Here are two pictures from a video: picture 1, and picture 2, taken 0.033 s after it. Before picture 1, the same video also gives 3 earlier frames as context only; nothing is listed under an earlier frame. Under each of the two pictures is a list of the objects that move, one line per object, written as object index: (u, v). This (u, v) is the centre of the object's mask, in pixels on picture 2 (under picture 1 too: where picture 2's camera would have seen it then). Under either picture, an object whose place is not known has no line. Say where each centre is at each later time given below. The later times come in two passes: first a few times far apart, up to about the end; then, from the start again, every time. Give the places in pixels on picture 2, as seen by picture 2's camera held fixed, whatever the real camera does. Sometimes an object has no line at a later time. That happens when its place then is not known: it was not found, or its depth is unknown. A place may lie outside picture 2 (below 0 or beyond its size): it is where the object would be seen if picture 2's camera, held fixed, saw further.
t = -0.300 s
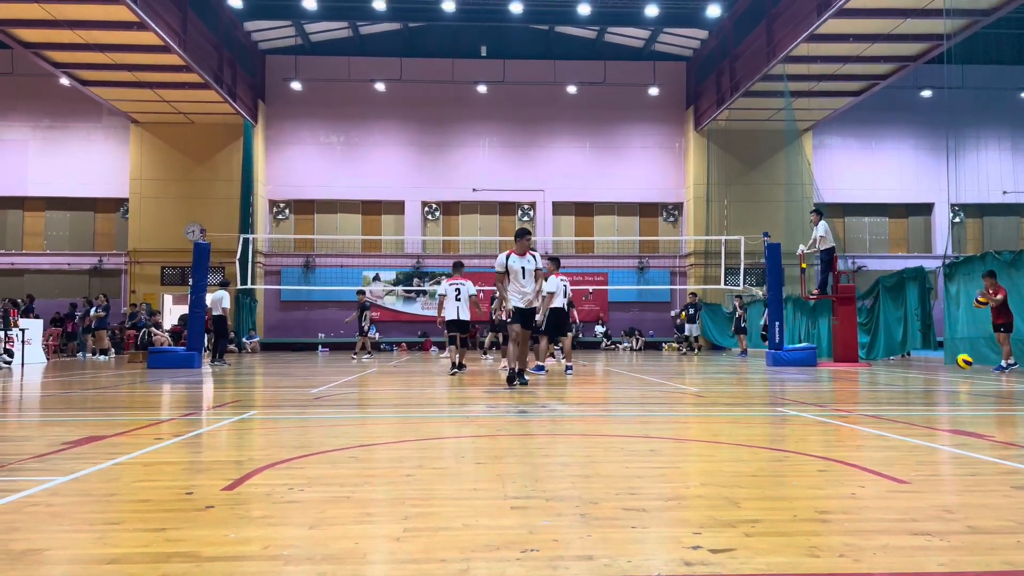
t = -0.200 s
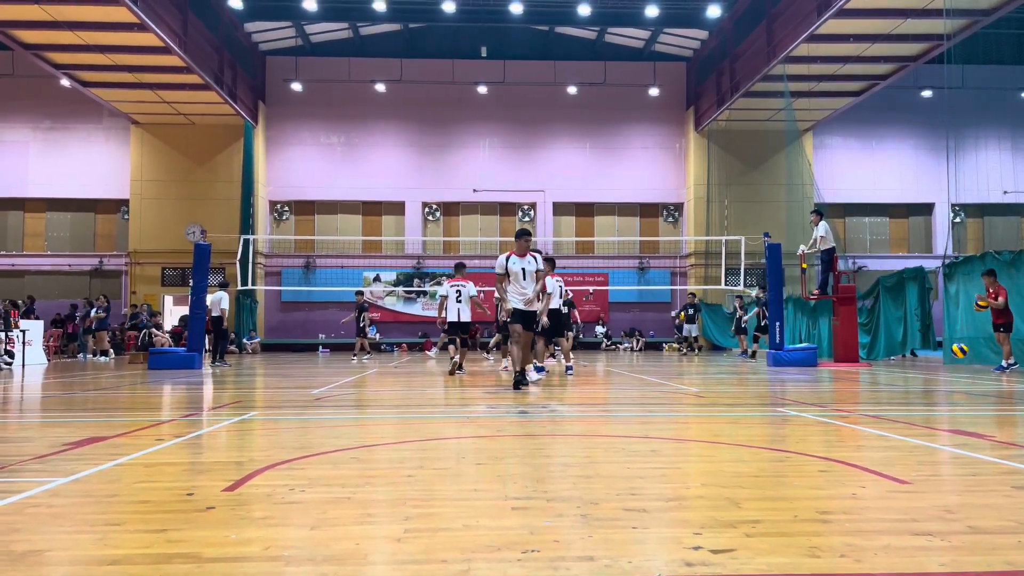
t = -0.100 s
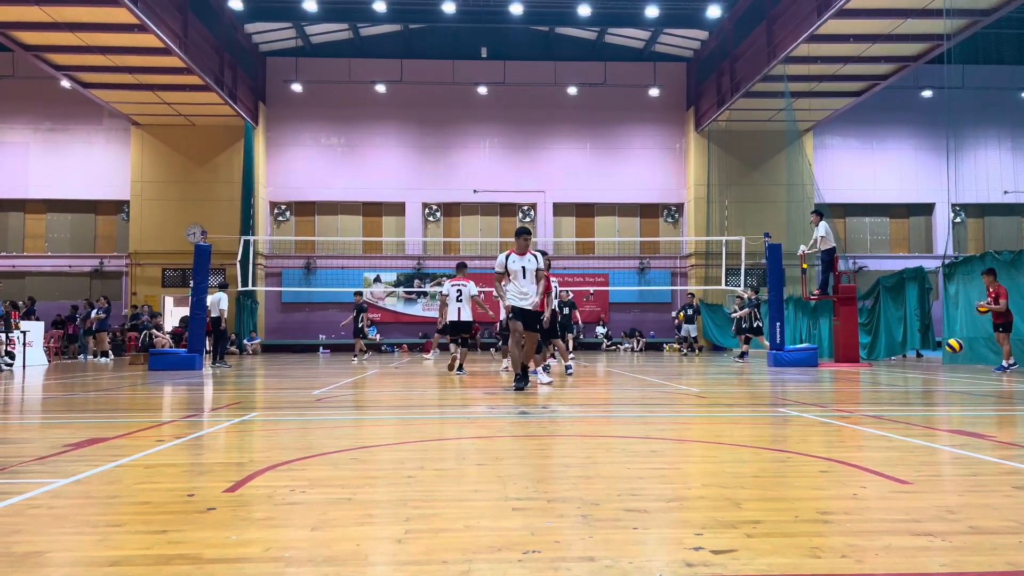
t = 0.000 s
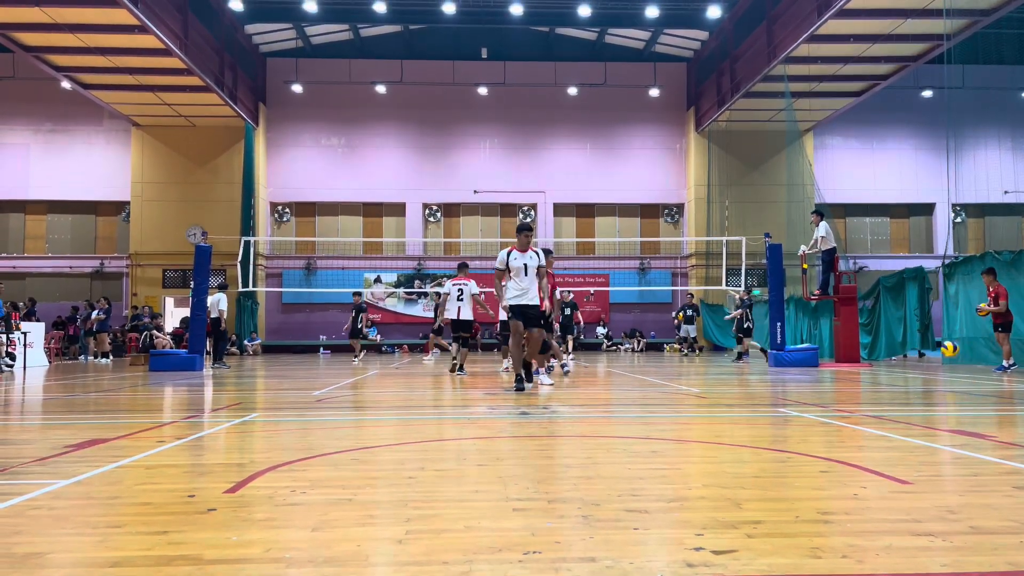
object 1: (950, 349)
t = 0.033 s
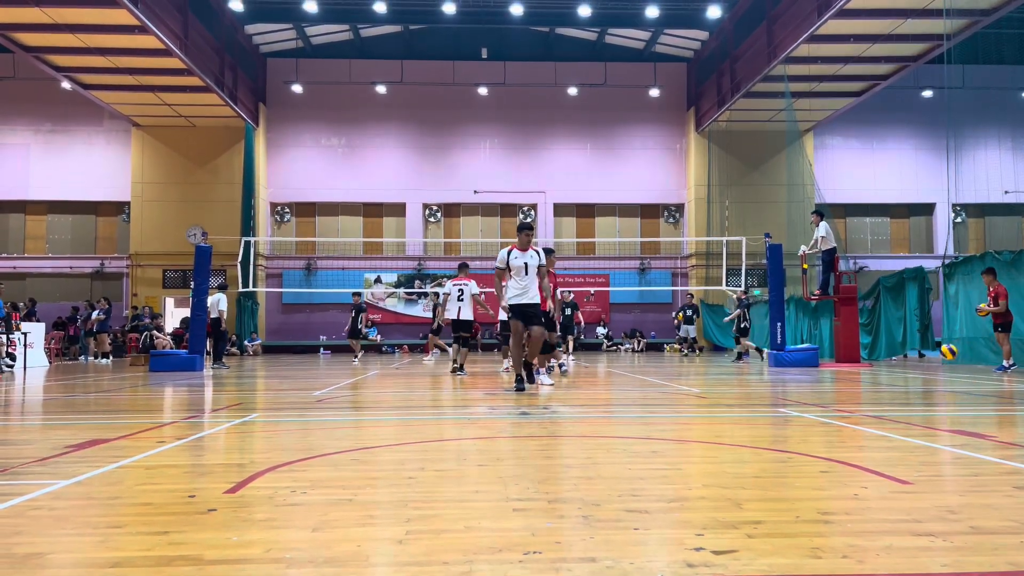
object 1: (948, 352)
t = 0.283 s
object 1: (938, 360)
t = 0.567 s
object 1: (919, 367)
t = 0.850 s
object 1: (899, 365)
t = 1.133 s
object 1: (876, 370)
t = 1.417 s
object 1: (857, 371)
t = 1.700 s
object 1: (830, 374)
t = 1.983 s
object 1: (801, 378)
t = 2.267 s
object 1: (770, 384)
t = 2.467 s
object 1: (741, 390)
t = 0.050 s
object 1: (950, 352)
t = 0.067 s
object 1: (949, 355)
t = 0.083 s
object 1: (947, 357)
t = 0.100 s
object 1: (946, 359)
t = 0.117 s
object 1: (945, 361)
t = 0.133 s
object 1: (944, 364)
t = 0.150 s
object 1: (942, 367)
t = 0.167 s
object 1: (944, 369)
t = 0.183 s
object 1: (943, 372)
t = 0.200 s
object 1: (942, 370)
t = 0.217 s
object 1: (941, 367)
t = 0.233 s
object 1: (936, 365)
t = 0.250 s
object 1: (936, 363)
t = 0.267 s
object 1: (940, 361)
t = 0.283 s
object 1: (938, 360)
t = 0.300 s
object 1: (936, 359)
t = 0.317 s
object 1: (934, 358)
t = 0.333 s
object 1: (933, 358)
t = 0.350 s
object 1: (932, 356)
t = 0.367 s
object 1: (930, 356)
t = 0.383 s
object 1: (928, 356)
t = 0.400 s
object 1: (927, 356)
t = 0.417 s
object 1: (930, 355)
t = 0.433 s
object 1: (928, 356)
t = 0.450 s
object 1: (927, 356)
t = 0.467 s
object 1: (923, 356)
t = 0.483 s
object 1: (922, 358)
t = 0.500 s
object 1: (923, 359)
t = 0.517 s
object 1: (925, 361)
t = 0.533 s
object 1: (922, 363)
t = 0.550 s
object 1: (921, 365)
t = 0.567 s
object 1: (919, 367)
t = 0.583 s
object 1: (918, 370)
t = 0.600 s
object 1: (917, 372)
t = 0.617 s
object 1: (914, 376)
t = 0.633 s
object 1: (913, 374)
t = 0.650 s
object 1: (917, 370)
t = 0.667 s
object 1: (915, 369)
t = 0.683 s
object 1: (913, 368)
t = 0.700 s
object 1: (911, 367)
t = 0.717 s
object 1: (910, 365)
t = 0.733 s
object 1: (907, 365)
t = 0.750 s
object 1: (909, 364)
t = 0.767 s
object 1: (907, 363)
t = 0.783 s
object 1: (905, 364)
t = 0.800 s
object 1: (904, 364)
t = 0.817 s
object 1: (902, 365)
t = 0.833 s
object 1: (900, 364)
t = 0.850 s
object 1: (899, 365)
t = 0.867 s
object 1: (898, 366)
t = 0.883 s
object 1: (895, 368)
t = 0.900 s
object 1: (897, 368)
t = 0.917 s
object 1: (896, 370)
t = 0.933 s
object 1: (895, 372)
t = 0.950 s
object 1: (892, 375)
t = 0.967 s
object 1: (890, 378)
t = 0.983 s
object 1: (887, 375)
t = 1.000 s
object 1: (891, 374)
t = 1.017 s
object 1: (889, 373)
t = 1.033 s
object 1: (887, 372)
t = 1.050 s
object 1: (885, 371)
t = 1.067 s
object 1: (882, 370)
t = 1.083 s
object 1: (881, 370)
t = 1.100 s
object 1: (880, 369)
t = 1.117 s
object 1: (878, 369)
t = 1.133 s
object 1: (876, 370)
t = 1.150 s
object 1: (880, 368)
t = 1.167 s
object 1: (877, 370)
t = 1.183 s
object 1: (875, 370)
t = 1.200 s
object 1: (874, 372)
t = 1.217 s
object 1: (873, 372)
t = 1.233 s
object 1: (868, 375)
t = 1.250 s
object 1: (871, 376)
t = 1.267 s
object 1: (869, 378)
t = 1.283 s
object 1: (867, 379)
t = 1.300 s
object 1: (865, 378)
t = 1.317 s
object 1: (863, 377)
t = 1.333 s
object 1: (861, 372)
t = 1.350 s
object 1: (859, 372)
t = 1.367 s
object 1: (858, 373)
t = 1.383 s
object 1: (855, 373)
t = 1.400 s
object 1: (853, 373)
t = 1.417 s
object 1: (857, 371)
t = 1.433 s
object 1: (854, 371)
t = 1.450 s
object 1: (852, 372)
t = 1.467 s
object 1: (851, 373)
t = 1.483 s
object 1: (847, 374)
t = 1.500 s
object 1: (844, 373)
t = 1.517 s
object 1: (842, 377)
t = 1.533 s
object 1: (846, 379)
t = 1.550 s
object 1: (843, 381)
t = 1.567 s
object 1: (841, 383)
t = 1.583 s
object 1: (838, 381)
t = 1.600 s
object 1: (837, 380)
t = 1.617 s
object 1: (836, 376)
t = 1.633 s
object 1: (833, 377)
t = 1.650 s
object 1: (830, 377)
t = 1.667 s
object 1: (829, 376)
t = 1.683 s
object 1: (832, 374)
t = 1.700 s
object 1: (830, 374)
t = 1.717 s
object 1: (828, 375)
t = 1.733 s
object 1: (826, 376)
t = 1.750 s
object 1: (824, 377)
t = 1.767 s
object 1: (820, 378)
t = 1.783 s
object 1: (816, 378)
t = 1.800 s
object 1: (814, 382)
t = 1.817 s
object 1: (816, 384)
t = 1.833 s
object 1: (816, 385)
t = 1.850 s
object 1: (813, 384)
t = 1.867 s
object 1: (810, 384)
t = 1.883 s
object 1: (810, 383)
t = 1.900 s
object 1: (807, 378)
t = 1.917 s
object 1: (805, 379)
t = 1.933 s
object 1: (802, 380)
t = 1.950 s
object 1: (801, 379)
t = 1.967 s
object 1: (802, 379)
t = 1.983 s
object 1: (801, 378)
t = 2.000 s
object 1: (798, 379)
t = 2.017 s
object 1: (796, 380)
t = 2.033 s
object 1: (795, 383)
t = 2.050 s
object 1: (795, 385)
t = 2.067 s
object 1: (790, 385)
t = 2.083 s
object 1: (790, 387)
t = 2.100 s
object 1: (788, 388)
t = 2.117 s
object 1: (786, 387)
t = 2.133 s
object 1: (783, 386)
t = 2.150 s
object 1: (780, 385)
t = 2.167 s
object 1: (777, 384)
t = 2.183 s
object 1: (775, 384)
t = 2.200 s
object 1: (772, 382)
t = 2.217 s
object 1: (772, 382)
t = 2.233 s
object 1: (769, 384)
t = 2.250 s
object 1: (767, 385)
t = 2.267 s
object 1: (770, 384)
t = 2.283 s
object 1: (767, 386)
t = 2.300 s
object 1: (764, 388)
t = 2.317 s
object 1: (762, 391)
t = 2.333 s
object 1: (758, 392)
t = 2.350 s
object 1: (755, 390)
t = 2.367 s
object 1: (754, 389)
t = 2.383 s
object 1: (751, 388)
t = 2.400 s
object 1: (753, 387)
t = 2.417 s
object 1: (750, 387)
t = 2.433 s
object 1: (747, 388)
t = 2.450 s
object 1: (744, 389)
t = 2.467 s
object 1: (741, 390)
